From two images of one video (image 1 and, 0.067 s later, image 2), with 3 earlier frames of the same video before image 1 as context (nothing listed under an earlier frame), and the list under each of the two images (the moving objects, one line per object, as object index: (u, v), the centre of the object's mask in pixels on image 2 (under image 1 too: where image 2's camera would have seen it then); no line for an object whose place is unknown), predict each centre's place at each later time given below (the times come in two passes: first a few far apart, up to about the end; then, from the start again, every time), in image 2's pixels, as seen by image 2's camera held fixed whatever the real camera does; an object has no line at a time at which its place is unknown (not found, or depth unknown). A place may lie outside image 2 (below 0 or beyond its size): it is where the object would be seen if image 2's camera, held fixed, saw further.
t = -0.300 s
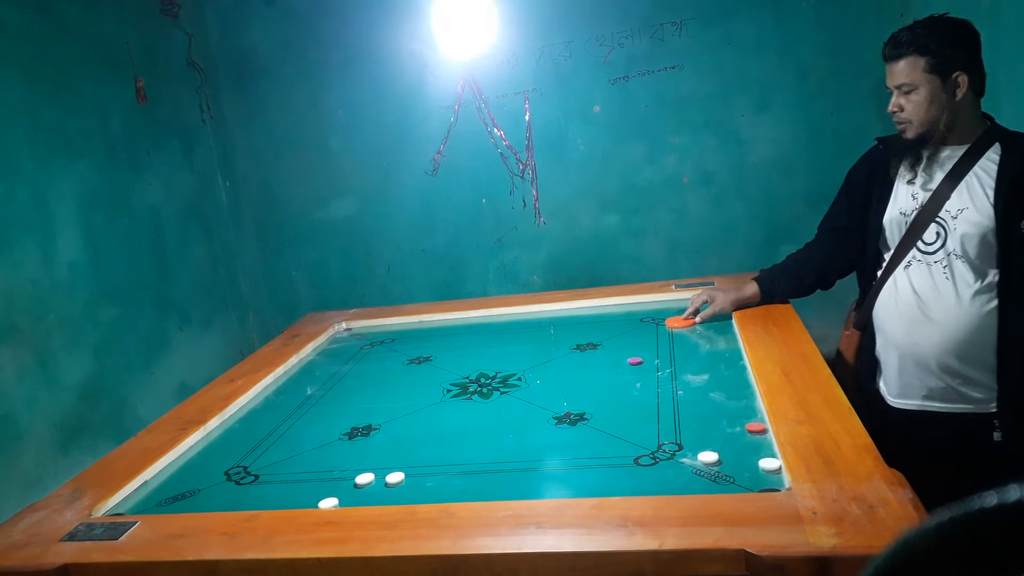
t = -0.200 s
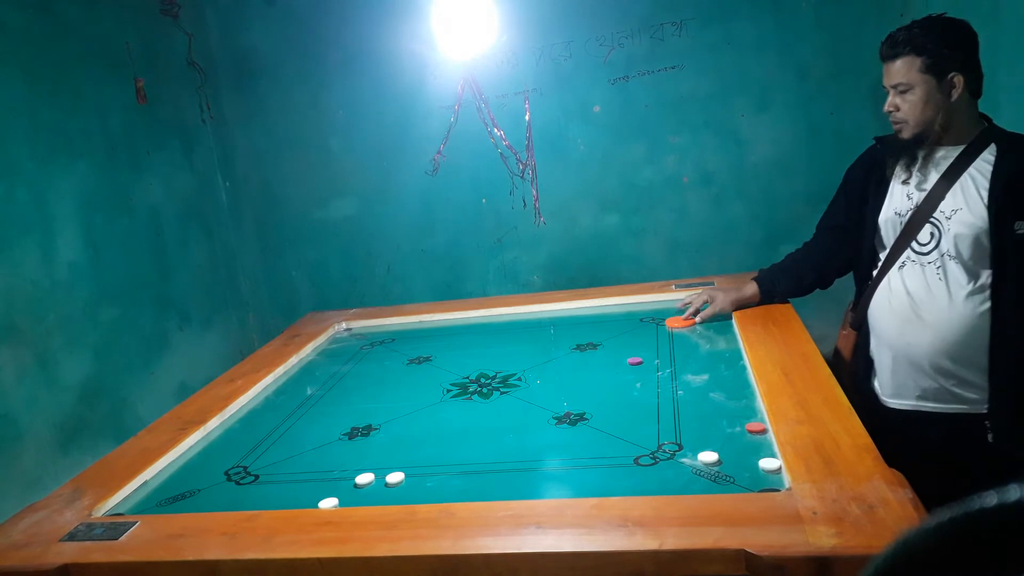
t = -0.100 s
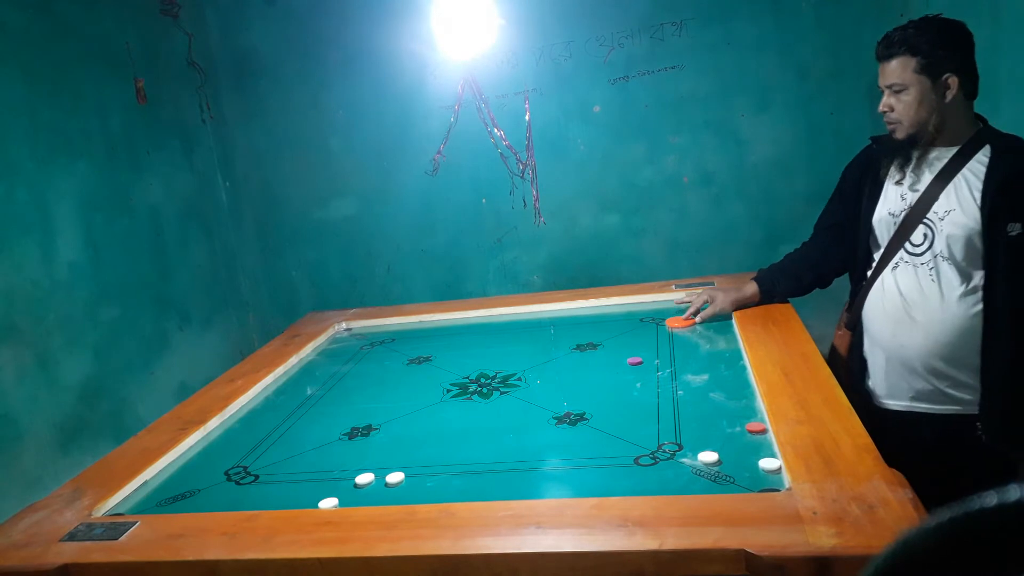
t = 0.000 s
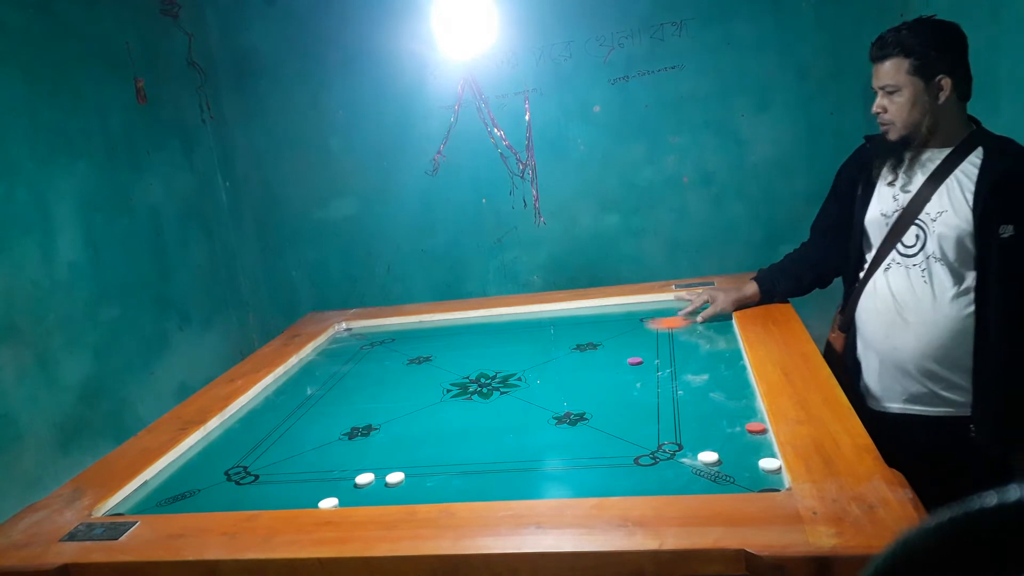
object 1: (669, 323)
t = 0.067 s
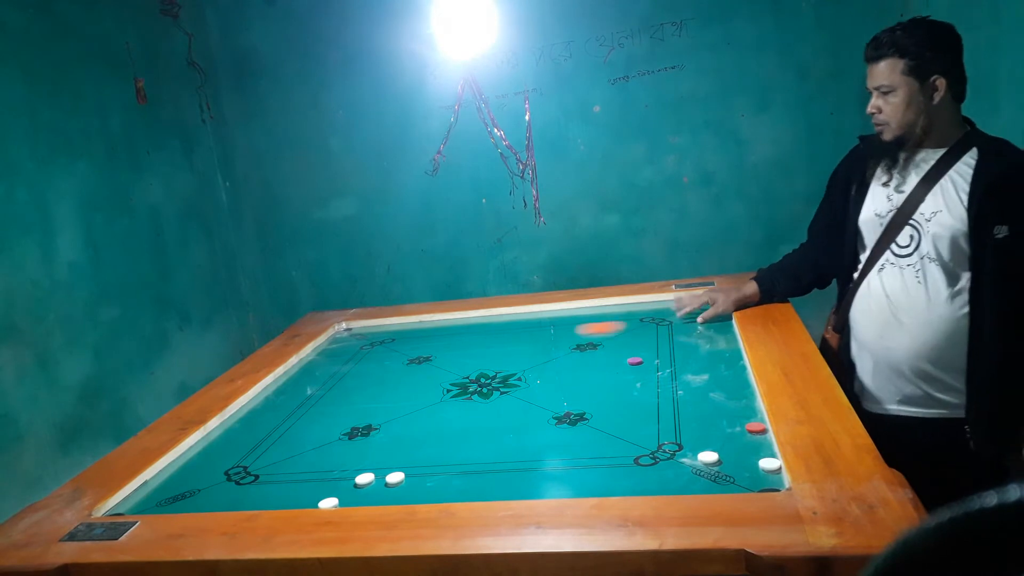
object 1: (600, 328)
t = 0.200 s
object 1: (472, 338)
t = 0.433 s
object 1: (357, 347)
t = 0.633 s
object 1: (469, 336)
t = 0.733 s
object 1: (525, 332)
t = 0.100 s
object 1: (567, 331)
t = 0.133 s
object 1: (534, 333)
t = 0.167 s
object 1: (503, 336)
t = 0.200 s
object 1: (472, 338)
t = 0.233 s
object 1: (443, 340)
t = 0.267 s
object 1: (413, 343)
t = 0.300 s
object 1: (385, 345)
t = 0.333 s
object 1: (356, 347)
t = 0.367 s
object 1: (332, 349)
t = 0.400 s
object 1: (338, 348)
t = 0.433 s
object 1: (357, 347)
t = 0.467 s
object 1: (375, 345)
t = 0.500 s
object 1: (393, 343)
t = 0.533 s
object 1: (412, 341)
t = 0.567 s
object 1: (431, 340)
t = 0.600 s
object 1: (450, 338)
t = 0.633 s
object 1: (469, 336)
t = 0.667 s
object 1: (487, 335)
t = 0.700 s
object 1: (506, 333)
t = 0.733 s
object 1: (525, 332)
